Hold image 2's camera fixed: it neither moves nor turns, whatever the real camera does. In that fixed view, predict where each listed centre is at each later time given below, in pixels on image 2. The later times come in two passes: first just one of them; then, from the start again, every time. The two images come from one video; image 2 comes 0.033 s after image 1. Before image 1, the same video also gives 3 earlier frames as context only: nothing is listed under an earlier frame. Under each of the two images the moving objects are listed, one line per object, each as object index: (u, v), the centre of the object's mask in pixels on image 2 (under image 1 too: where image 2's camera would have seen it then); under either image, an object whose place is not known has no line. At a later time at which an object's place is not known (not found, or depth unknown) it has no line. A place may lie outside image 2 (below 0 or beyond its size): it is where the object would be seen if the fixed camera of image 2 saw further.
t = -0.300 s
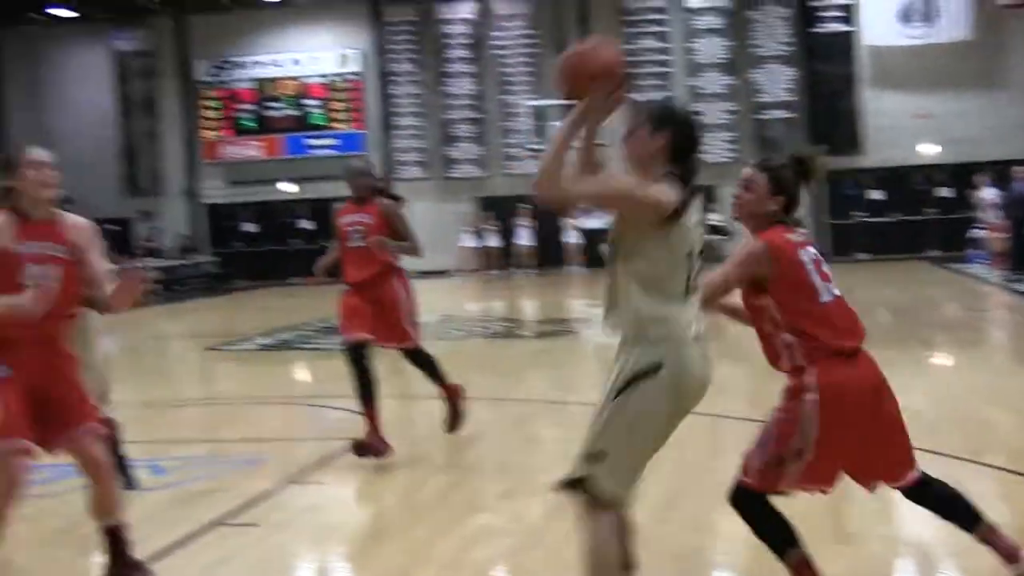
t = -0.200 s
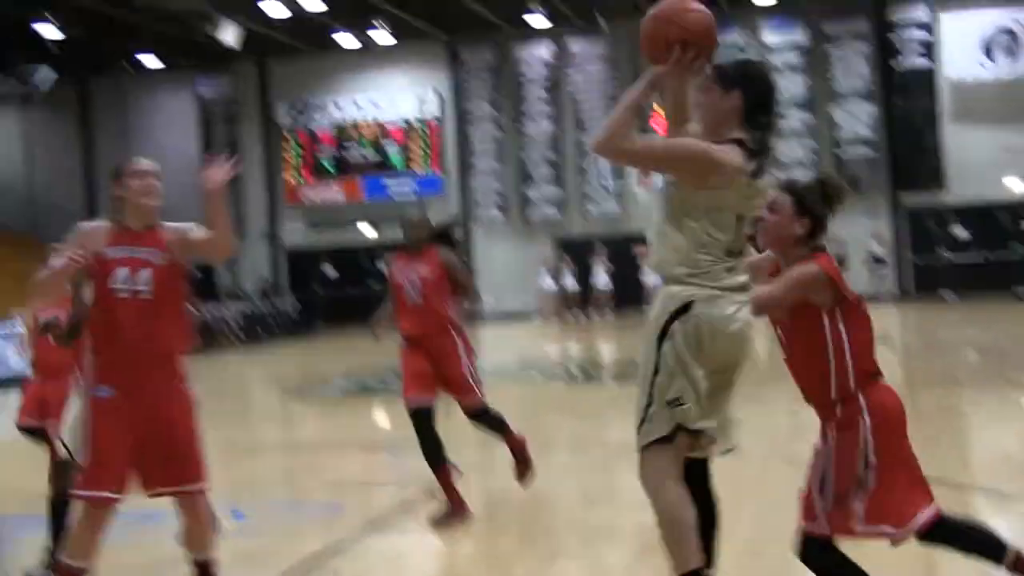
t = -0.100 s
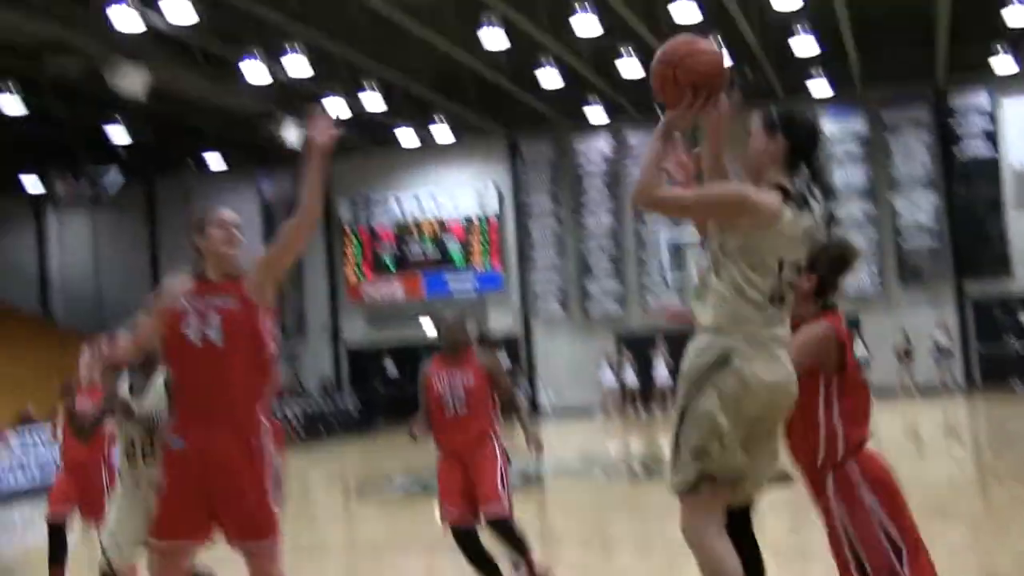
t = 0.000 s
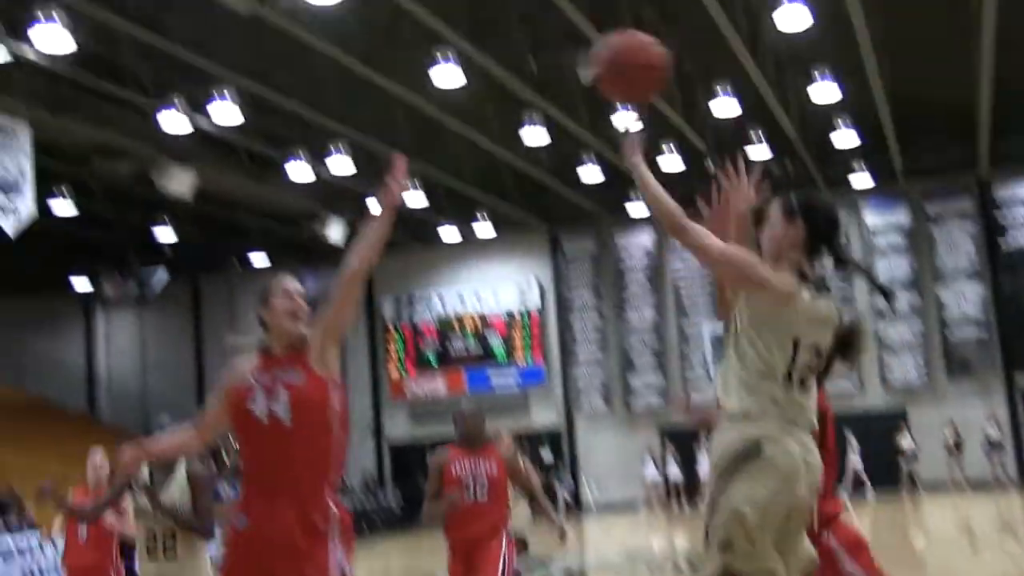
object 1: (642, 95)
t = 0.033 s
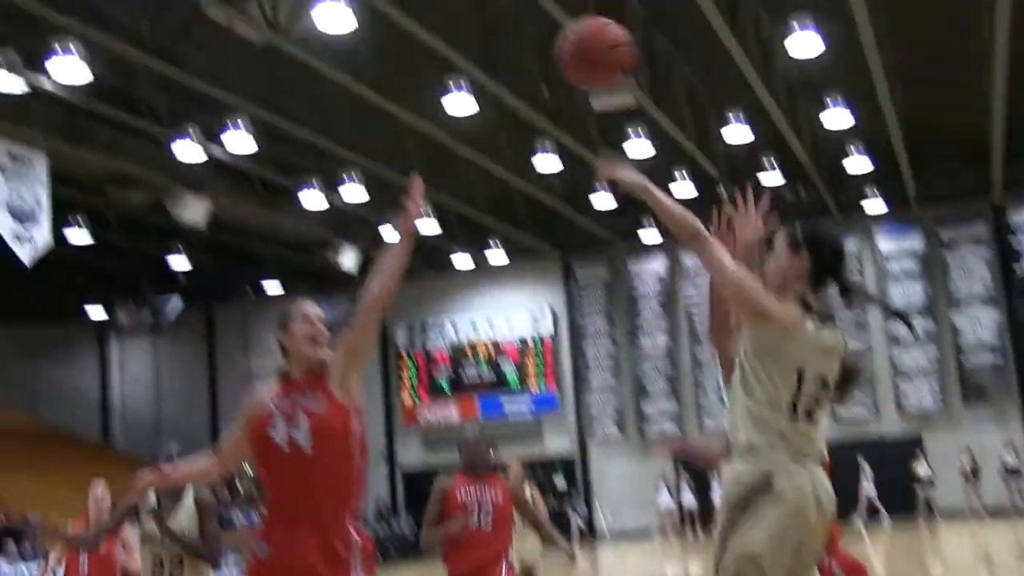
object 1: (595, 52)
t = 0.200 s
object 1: (380, -94)
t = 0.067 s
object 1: (548, 15)
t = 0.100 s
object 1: (503, -18)
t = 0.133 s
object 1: (462, -47)
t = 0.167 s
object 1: (422, -72)
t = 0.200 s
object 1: (380, -94)
